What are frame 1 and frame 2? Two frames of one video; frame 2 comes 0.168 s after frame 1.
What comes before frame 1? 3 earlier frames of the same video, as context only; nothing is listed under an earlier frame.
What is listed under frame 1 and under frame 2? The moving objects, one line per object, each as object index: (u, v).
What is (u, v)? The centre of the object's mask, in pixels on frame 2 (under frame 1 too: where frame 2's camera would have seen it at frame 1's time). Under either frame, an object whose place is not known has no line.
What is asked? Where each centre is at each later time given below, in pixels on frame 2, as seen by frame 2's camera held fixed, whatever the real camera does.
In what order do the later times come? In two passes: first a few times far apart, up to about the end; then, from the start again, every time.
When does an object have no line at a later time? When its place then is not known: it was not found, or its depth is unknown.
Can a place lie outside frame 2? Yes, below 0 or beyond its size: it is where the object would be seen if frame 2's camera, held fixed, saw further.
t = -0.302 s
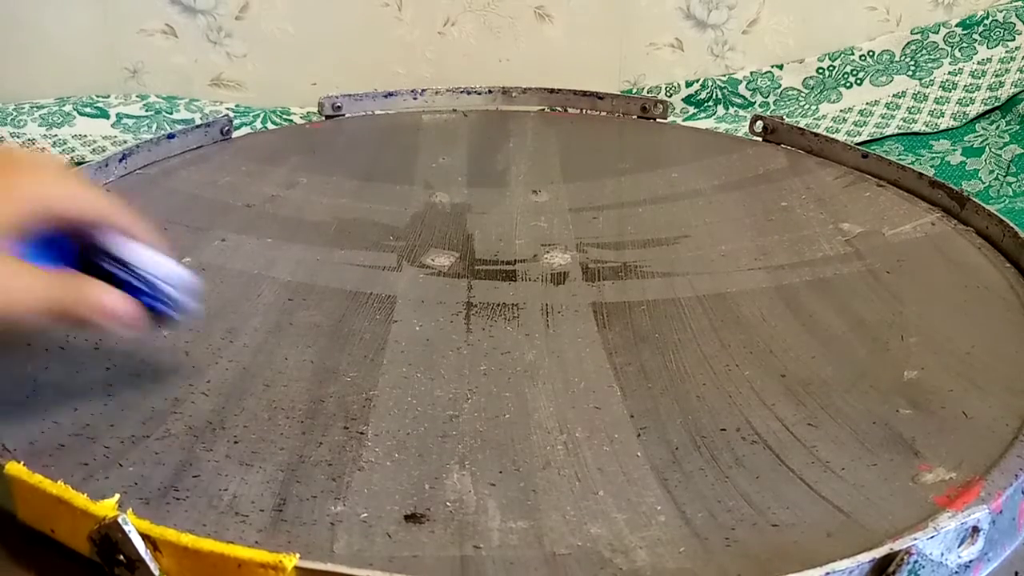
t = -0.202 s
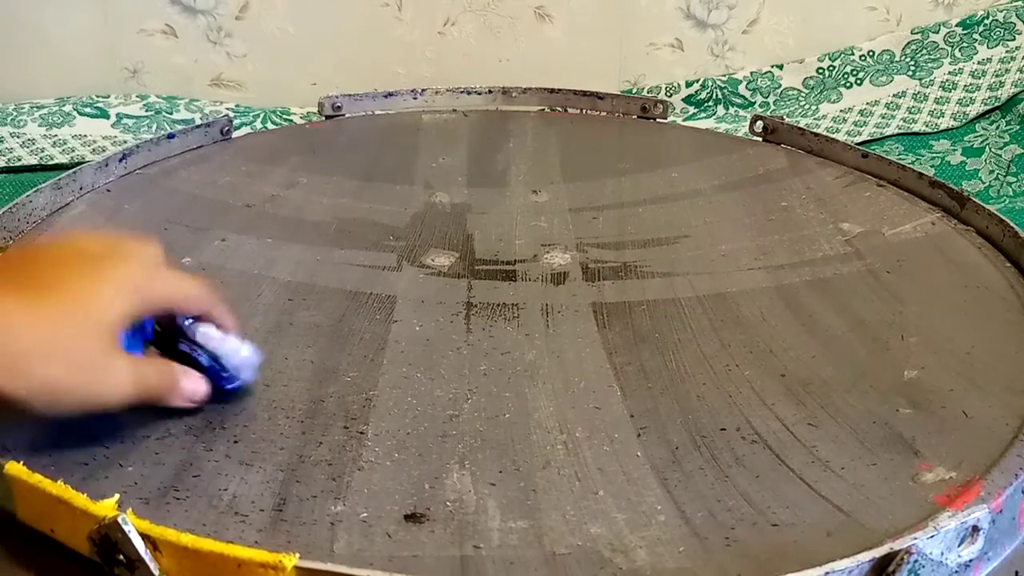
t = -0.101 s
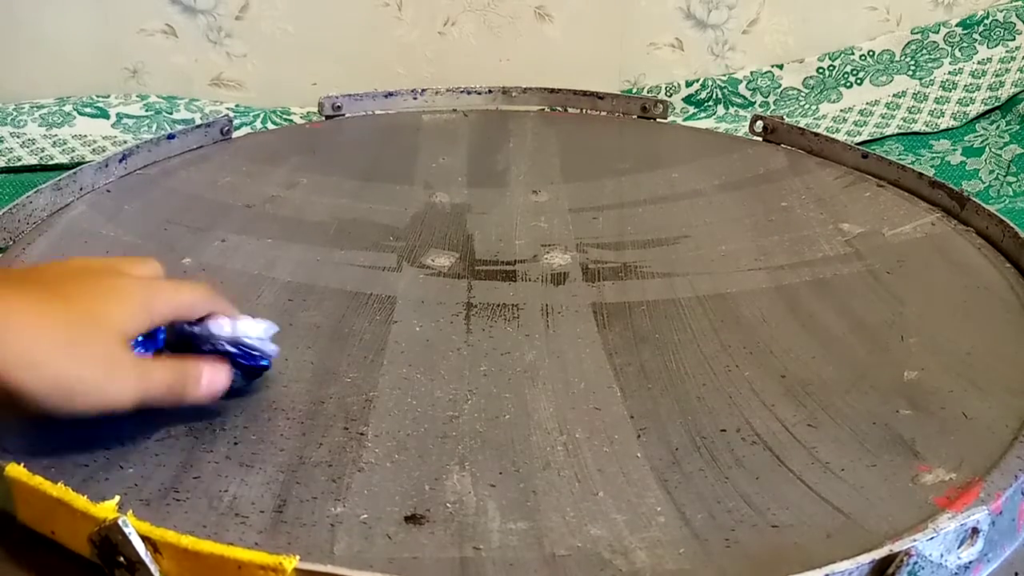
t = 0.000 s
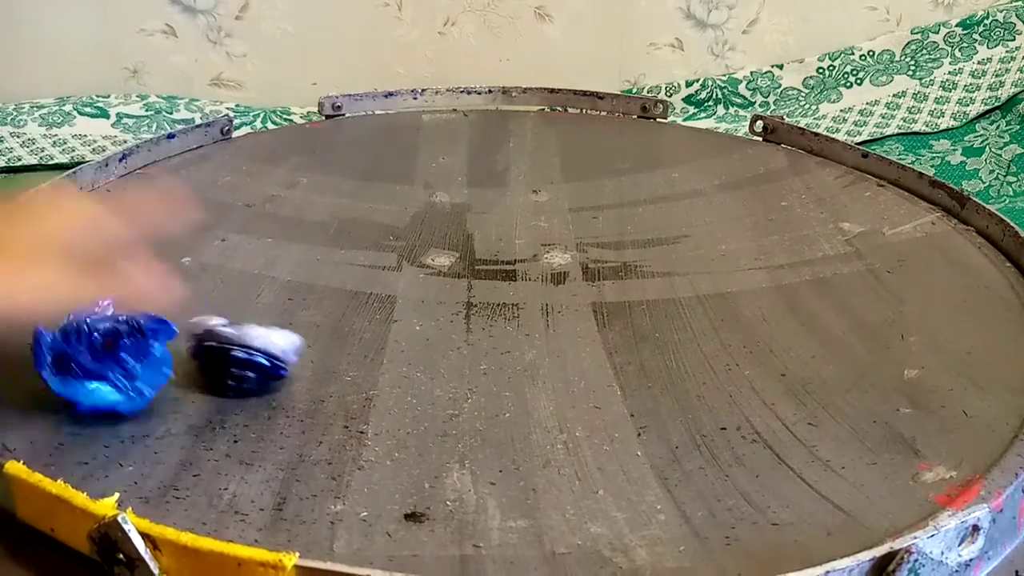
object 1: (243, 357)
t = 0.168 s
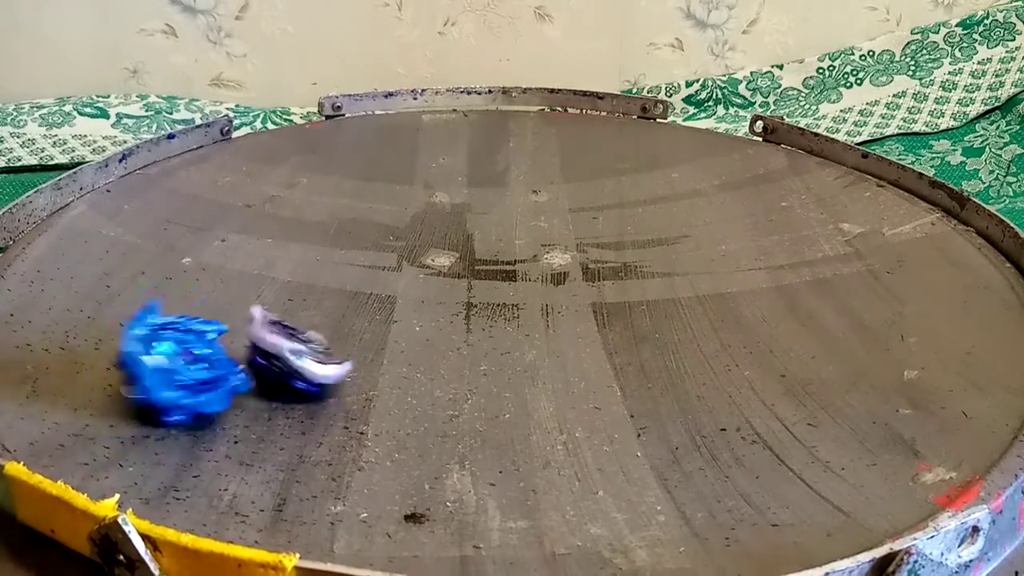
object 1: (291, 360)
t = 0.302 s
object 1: (335, 353)
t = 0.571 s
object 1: (401, 324)
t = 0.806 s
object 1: (432, 311)
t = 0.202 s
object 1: (300, 359)
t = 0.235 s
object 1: (309, 358)
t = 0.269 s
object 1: (323, 356)
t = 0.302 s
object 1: (335, 353)
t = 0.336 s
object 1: (345, 349)
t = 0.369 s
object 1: (355, 346)
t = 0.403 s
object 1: (365, 342)
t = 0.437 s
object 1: (374, 338)
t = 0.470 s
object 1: (381, 334)
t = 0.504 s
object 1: (388, 329)
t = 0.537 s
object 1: (394, 326)
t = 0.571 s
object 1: (401, 324)
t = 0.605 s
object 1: (408, 320)
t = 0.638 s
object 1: (413, 319)
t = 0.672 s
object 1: (419, 317)
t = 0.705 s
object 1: (423, 315)
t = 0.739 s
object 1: (427, 314)
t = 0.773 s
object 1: (430, 312)
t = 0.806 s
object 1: (432, 311)
